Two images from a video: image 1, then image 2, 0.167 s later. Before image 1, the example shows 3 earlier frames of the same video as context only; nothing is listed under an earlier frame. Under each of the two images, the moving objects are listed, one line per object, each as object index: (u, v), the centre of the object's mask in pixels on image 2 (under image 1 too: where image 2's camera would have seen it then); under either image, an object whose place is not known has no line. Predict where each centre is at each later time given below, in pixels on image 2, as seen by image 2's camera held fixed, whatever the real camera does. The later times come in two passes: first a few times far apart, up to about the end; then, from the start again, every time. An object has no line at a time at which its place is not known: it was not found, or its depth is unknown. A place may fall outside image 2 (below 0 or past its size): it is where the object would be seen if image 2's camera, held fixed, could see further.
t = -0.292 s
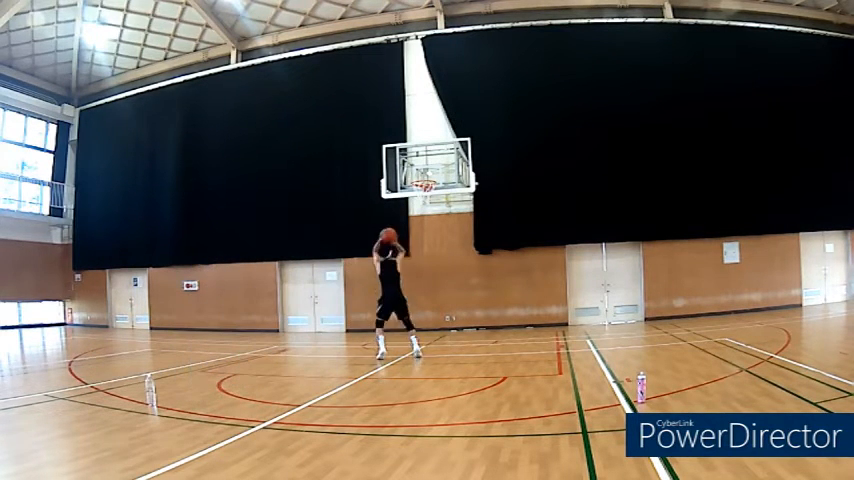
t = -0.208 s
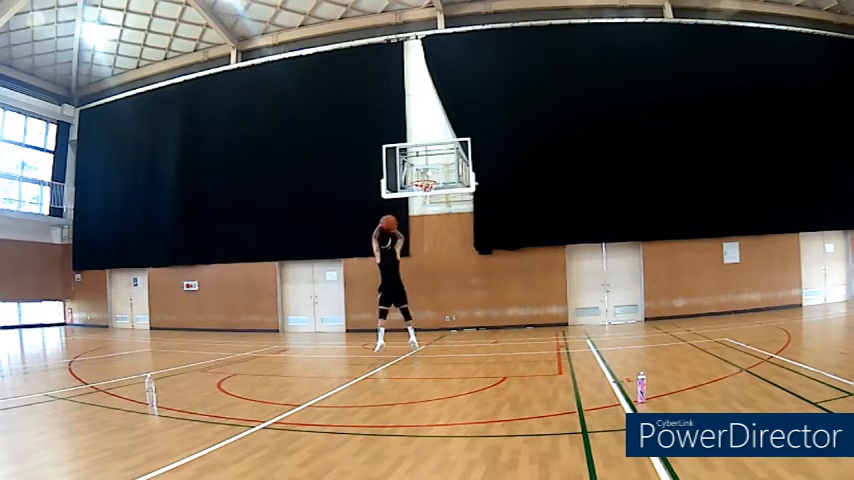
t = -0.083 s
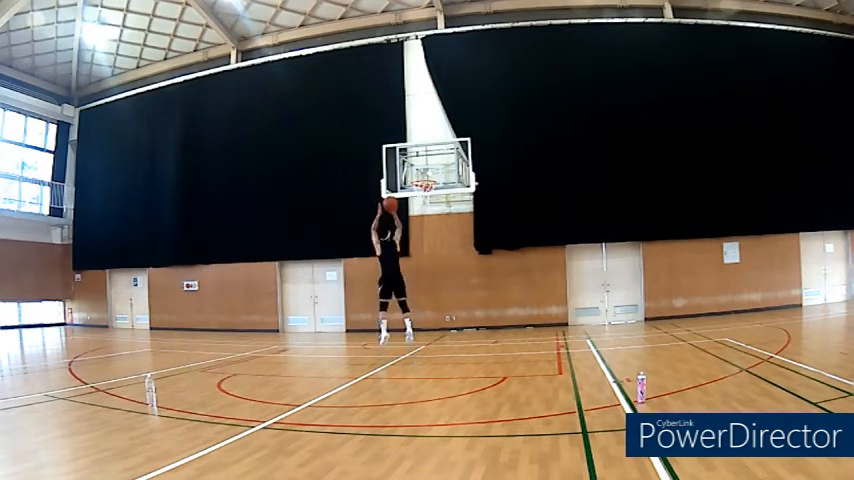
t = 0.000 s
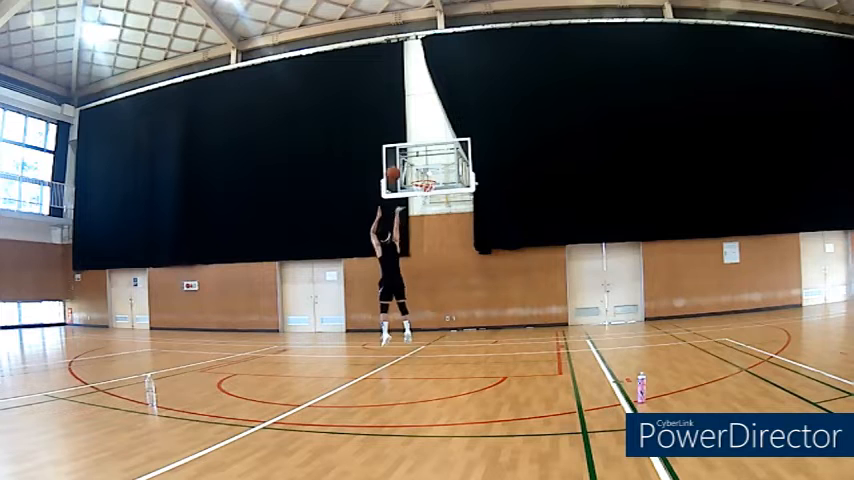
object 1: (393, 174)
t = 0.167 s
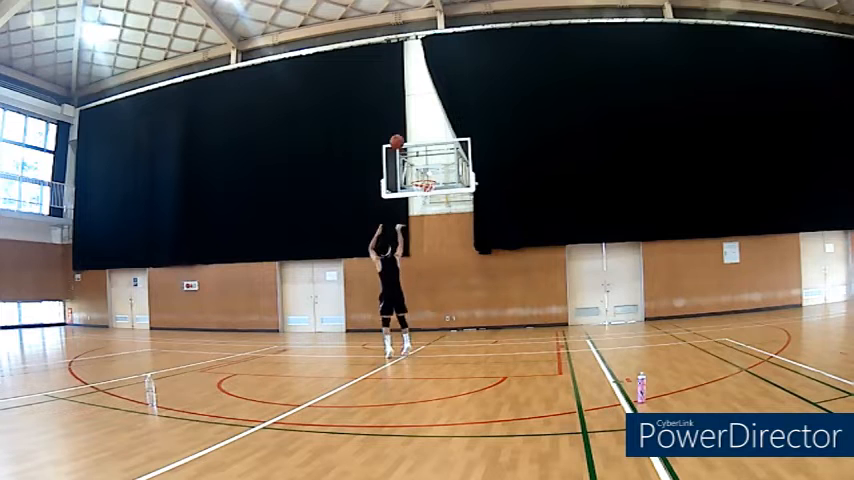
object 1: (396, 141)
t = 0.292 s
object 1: (400, 126)
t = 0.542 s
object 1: (406, 123)
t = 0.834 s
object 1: (415, 159)
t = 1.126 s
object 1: (426, 213)
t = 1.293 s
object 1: (433, 248)
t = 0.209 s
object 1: (398, 135)
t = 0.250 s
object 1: (399, 131)
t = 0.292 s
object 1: (400, 126)
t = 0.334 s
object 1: (401, 124)
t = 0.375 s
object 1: (402, 122)
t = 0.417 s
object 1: (403, 121)
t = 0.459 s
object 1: (405, 121)
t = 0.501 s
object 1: (405, 122)
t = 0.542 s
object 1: (406, 123)
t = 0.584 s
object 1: (407, 127)
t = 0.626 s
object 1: (409, 129)
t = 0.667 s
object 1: (410, 134)
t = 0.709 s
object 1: (412, 138)
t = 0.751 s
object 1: (413, 145)
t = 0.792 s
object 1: (414, 150)
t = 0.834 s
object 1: (415, 159)
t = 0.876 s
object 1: (417, 169)
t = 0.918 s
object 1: (419, 180)
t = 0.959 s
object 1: (419, 187)
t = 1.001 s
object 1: (422, 194)
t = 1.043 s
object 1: (423, 201)
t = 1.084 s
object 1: (424, 205)
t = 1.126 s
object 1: (426, 213)
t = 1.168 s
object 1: (428, 219)
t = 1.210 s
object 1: (430, 229)
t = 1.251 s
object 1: (431, 236)
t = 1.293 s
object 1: (433, 248)
